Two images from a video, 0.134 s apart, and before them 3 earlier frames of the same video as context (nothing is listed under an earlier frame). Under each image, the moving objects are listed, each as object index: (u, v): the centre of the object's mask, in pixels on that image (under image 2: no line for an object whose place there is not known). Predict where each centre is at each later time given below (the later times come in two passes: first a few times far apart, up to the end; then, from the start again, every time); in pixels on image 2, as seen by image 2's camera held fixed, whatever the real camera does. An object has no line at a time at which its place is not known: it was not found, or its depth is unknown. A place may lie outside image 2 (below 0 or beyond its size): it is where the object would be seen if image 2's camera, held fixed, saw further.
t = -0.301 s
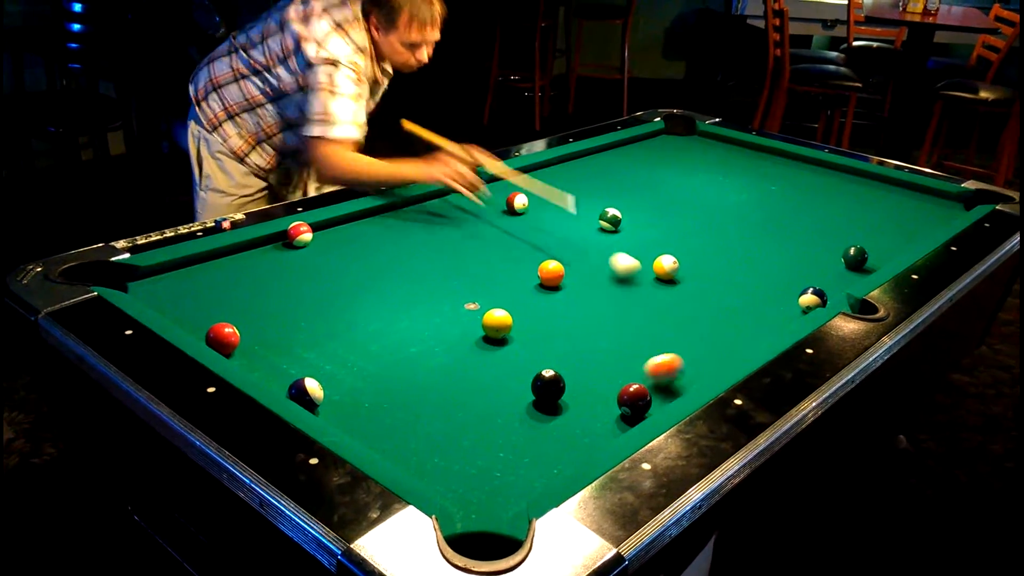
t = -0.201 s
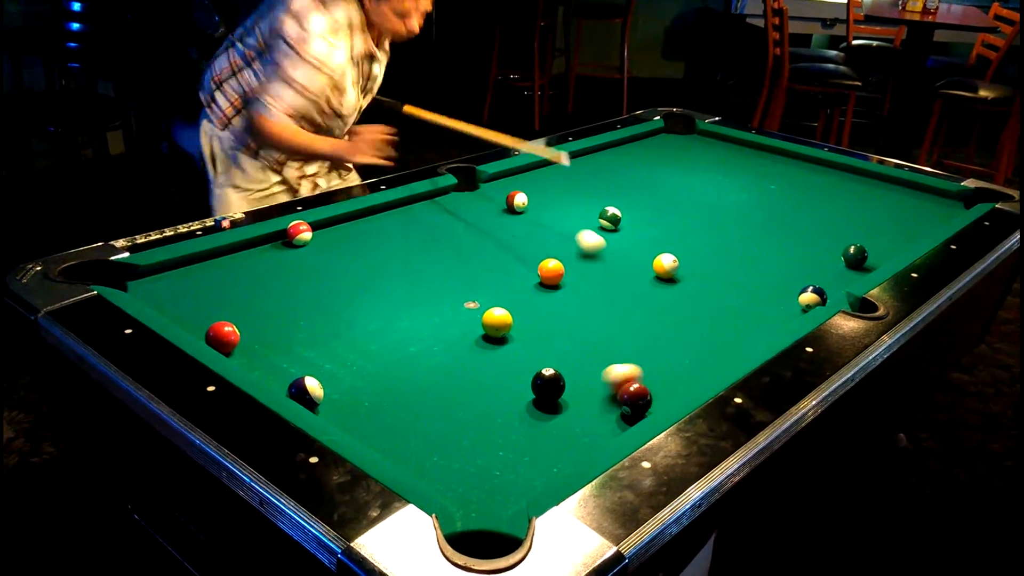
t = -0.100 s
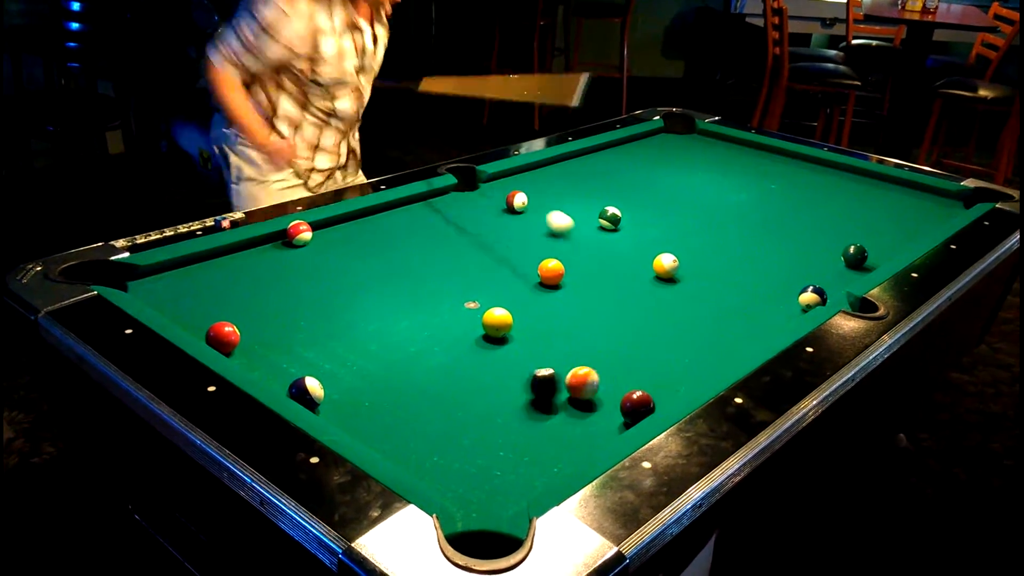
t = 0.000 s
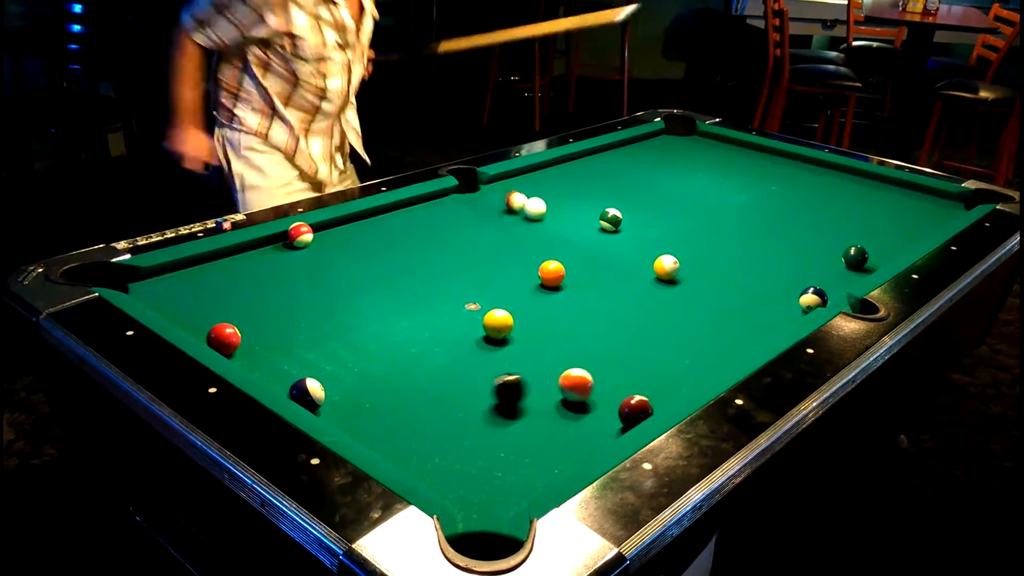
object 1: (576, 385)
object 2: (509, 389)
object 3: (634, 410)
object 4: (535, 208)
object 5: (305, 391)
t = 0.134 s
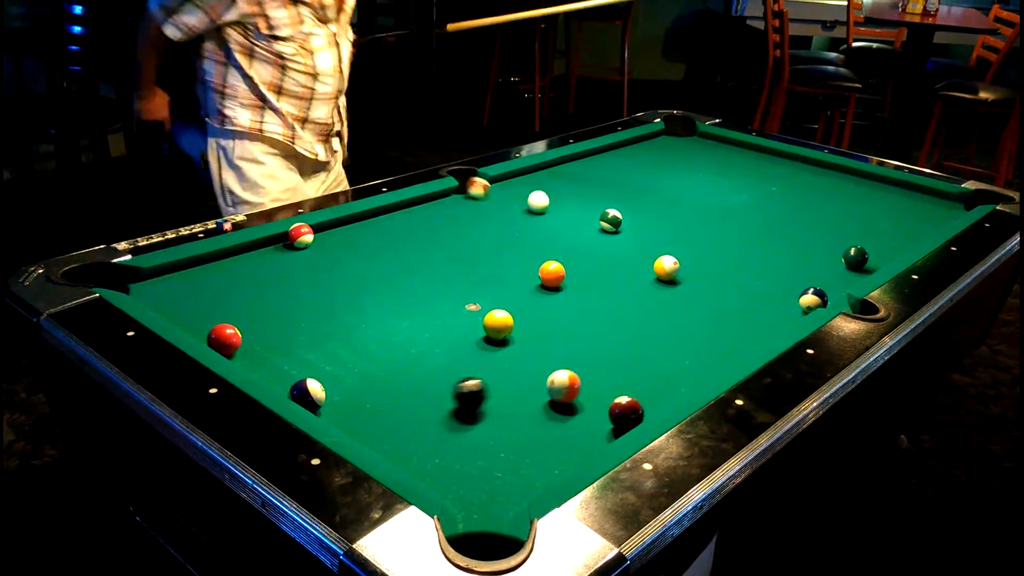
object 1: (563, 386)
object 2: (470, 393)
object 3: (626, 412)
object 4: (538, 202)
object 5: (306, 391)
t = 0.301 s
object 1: (548, 387)
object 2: (420, 398)
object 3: (614, 413)
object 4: (537, 191)
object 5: (306, 391)
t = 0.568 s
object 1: (527, 389)
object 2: (340, 405)
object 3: (598, 412)
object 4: (534, 177)
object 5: (306, 390)
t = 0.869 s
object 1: (505, 392)
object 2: (352, 400)
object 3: (584, 410)
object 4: (544, 170)
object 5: (294, 380)
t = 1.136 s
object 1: (489, 394)
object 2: (374, 391)
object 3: (577, 409)
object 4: (561, 170)
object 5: (283, 375)
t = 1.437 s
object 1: (474, 396)
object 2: (391, 384)
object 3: (573, 408)
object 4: (577, 171)
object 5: (272, 367)
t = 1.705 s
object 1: (463, 397)
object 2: (402, 379)
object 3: (571, 408)
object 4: (588, 172)
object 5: (264, 363)
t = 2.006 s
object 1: (455, 398)
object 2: (409, 377)
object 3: (570, 407)
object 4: (597, 174)
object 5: (257, 360)
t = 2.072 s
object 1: (453, 398)
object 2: (409, 377)
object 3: (570, 408)
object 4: (599, 174)
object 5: (255, 360)
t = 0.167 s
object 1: (560, 386)
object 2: (460, 394)
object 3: (623, 413)
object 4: (538, 200)
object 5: (306, 391)
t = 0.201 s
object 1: (557, 387)
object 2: (450, 395)
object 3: (621, 413)
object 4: (537, 198)
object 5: (306, 391)
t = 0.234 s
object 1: (554, 387)
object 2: (440, 396)
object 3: (619, 413)
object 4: (537, 195)
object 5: (306, 391)
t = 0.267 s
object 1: (551, 387)
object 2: (431, 397)
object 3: (616, 413)
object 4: (537, 193)
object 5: (306, 391)
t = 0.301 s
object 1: (548, 387)
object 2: (420, 398)
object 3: (614, 413)
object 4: (537, 191)
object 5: (306, 391)
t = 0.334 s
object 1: (546, 388)
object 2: (409, 399)
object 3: (612, 413)
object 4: (536, 189)
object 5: (306, 391)
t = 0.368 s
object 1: (543, 388)
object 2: (400, 400)
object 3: (610, 413)
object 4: (536, 187)
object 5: (306, 391)
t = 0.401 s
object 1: (540, 388)
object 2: (391, 401)
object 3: (608, 413)
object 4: (536, 186)
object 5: (306, 391)
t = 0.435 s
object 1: (537, 389)
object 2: (381, 402)
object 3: (606, 413)
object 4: (535, 184)
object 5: (307, 393)
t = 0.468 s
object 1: (534, 389)
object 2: (371, 403)
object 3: (604, 412)
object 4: (535, 182)
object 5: (307, 393)
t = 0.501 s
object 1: (532, 389)
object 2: (360, 404)
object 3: (602, 413)
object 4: (535, 180)
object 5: (307, 393)
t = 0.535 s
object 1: (529, 389)
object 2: (350, 405)
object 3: (600, 413)
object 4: (534, 178)
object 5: (307, 393)
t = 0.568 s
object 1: (527, 389)
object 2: (340, 405)
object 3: (598, 412)
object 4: (534, 177)
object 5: (306, 390)
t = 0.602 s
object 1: (524, 390)
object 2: (334, 405)
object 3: (596, 412)
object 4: (534, 175)
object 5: (305, 391)
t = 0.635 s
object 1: (521, 390)
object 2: (332, 406)
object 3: (594, 412)
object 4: (533, 173)
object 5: (302, 390)
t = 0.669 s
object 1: (519, 390)
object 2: (334, 405)
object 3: (593, 412)
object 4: (533, 172)
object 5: (301, 389)
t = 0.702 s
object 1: (517, 390)
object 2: (337, 405)
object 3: (591, 412)
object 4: (533, 171)
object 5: (299, 388)
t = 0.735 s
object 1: (514, 391)
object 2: (340, 406)
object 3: (590, 411)
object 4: (535, 170)
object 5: (298, 387)
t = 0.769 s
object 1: (512, 391)
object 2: (343, 405)
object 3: (588, 411)
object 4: (537, 170)
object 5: (296, 385)
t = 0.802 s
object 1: (510, 392)
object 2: (346, 403)
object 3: (587, 411)
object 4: (540, 170)
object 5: (295, 384)
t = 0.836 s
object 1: (507, 392)
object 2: (349, 401)
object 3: (586, 411)
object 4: (542, 170)
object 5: (294, 382)
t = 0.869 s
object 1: (505, 392)
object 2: (352, 400)
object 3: (584, 410)
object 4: (544, 170)
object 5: (294, 380)
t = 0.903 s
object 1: (503, 392)
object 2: (355, 399)
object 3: (583, 410)
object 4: (547, 170)
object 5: (293, 378)
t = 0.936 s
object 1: (501, 393)
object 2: (358, 397)
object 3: (582, 409)
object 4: (549, 170)
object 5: (292, 376)
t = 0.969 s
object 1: (499, 393)
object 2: (361, 396)
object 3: (581, 410)
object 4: (551, 170)
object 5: (291, 374)
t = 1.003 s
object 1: (497, 393)
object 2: (364, 395)
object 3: (580, 409)
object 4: (553, 170)
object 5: (291, 372)
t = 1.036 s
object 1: (495, 393)
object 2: (366, 394)
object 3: (579, 409)
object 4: (555, 170)
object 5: (290, 371)
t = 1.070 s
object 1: (493, 394)
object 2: (369, 393)
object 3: (579, 409)
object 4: (557, 170)
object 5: (285, 377)
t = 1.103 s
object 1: (491, 394)
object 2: (371, 392)
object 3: (578, 409)
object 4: (559, 170)
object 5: (284, 376)
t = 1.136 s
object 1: (489, 394)
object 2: (374, 391)
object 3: (577, 409)
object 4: (561, 170)
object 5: (283, 375)
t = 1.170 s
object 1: (487, 394)
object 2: (376, 390)
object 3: (576, 408)
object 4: (563, 170)
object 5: (282, 374)
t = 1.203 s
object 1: (486, 395)
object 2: (378, 390)
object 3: (576, 408)
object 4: (565, 171)
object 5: (281, 373)
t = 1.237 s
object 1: (484, 395)
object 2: (380, 388)
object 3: (575, 408)
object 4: (567, 171)
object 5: (279, 371)
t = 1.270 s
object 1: (482, 395)
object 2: (382, 387)
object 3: (575, 408)
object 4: (569, 171)
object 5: (278, 370)
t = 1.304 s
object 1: (480, 395)
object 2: (384, 387)
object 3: (574, 408)
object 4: (570, 171)
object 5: (277, 369)
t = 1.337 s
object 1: (479, 395)
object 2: (386, 386)
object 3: (574, 408)
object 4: (572, 171)
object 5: (276, 369)
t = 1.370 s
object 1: (477, 396)
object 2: (388, 385)
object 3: (573, 408)
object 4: (574, 171)
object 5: (275, 368)
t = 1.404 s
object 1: (476, 396)
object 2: (389, 384)
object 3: (573, 408)
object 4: (575, 171)
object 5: (274, 367)
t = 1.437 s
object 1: (474, 396)
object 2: (391, 384)
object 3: (573, 408)
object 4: (577, 171)
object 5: (272, 367)
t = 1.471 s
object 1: (473, 396)
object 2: (393, 383)
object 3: (572, 409)
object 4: (578, 171)
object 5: (271, 366)
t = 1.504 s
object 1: (471, 396)
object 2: (394, 382)
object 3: (572, 409)
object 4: (580, 172)
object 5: (270, 366)
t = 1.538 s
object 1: (470, 397)
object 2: (396, 382)
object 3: (572, 409)
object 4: (581, 172)
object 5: (269, 366)
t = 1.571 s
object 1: (468, 397)
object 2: (397, 381)
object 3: (571, 408)
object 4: (583, 172)
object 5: (268, 365)
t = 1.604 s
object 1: (467, 397)
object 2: (398, 381)
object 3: (571, 408)
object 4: (584, 172)
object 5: (267, 365)
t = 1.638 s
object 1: (466, 397)
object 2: (400, 380)
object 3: (571, 408)
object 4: (585, 172)
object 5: (266, 364)
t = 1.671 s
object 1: (464, 397)
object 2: (401, 380)
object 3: (571, 408)
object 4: (586, 172)
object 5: (265, 363)
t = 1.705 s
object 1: (463, 397)
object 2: (402, 379)
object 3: (571, 408)
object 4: (588, 172)
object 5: (264, 363)
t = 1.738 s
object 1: (462, 397)
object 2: (403, 379)
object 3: (570, 408)
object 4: (589, 173)
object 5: (263, 362)
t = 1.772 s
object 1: (461, 397)
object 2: (404, 378)
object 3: (570, 407)
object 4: (590, 173)
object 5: (263, 362)
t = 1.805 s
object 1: (460, 398)
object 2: (405, 378)
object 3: (570, 407)
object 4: (591, 173)
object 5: (262, 361)
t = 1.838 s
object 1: (459, 397)
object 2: (406, 378)
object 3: (570, 408)
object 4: (592, 173)
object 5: (261, 361)
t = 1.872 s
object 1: (458, 397)
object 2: (407, 378)
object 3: (570, 407)
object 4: (593, 173)
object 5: (260, 361)
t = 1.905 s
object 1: (457, 398)
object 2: (407, 377)
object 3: (570, 407)
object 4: (594, 174)
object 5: (260, 361)
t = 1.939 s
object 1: (456, 398)
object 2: (408, 377)
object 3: (570, 407)
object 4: (595, 174)
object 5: (259, 360)
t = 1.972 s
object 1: (456, 398)
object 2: (408, 377)
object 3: (570, 407)
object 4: (596, 174)
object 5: (258, 360)
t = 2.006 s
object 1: (455, 398)
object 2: (409, 377)
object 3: (570, 407)
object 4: (597, 174)
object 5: (257, 360)
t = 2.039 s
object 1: (454, 398)
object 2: (409, 377)
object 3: (570, 407)
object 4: (598, 174)
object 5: (256, 360)
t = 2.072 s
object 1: (453, 398)
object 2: (409, 377)
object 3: (570, 408)
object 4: (599, 174)
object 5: (255, 360)
